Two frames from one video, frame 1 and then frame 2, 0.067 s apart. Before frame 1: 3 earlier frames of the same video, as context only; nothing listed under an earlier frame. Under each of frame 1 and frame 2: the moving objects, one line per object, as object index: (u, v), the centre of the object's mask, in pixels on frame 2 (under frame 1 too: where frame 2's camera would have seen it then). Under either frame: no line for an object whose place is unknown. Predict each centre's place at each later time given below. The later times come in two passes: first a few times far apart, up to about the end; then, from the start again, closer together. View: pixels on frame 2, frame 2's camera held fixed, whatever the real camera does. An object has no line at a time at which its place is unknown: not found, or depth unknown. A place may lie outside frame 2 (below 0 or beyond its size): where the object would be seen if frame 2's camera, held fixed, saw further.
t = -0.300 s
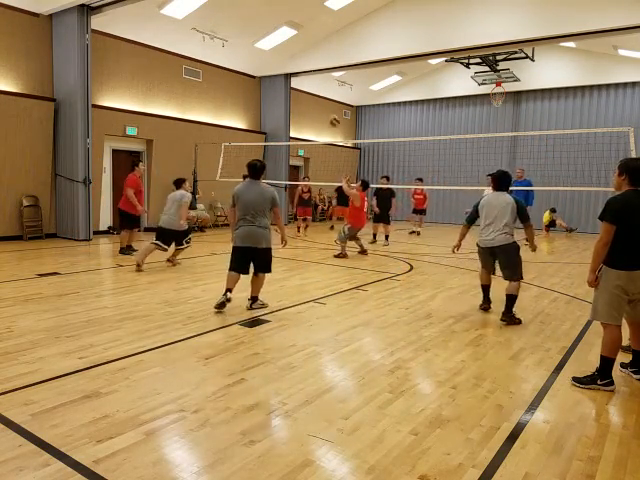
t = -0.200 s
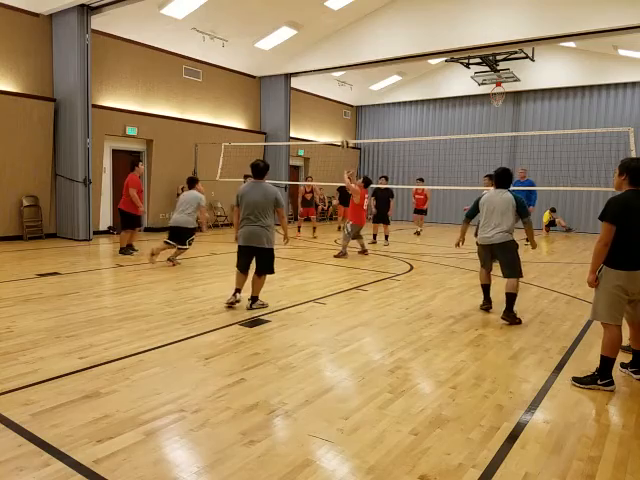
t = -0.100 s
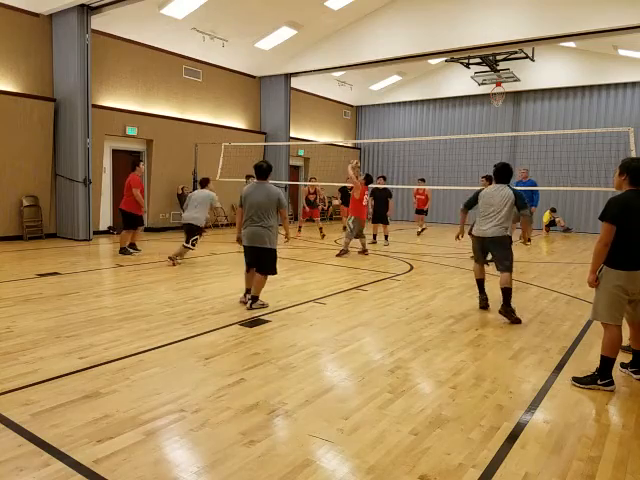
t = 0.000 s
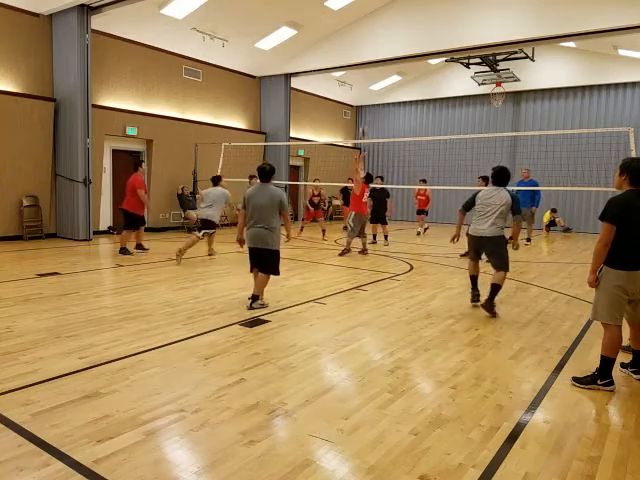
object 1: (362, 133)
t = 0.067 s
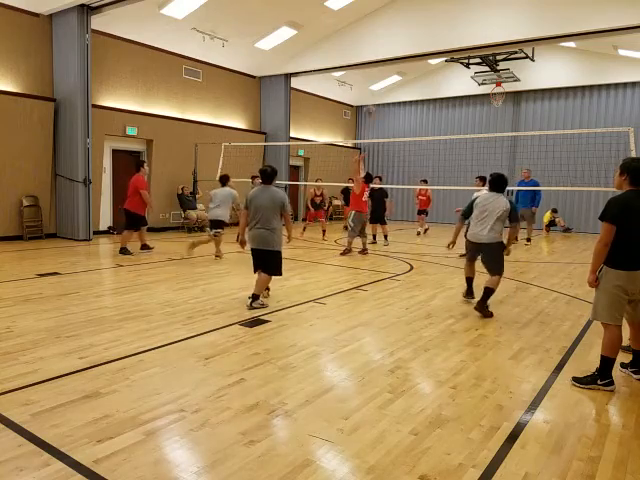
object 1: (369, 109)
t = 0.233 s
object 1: (383, 65)
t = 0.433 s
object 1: (400, 30)
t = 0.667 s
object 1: (418, 18)
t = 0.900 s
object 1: (434, 37)
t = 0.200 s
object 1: (379, 74)
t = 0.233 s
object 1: (383, 65)
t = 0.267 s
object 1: (385, 58)
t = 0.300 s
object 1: (388, 51)
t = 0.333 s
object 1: (391, 45)
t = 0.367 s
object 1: (394, 39)
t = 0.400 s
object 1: (397, 34)
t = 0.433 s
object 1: (400, 30)
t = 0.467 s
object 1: (402, 26)
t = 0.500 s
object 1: (405, 23)
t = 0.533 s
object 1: (408, 21)
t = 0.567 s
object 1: (410, 19)
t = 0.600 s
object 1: (413, 18)
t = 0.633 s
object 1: (415, 18)
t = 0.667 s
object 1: (418, 18)
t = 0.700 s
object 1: (420, 18)
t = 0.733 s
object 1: (422, 20)
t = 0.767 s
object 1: (425, 22)
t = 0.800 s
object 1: (427, 24)
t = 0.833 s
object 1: (430, 28)
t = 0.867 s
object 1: (432, 32)
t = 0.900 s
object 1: (434, 37)
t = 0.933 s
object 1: (436, 42)
